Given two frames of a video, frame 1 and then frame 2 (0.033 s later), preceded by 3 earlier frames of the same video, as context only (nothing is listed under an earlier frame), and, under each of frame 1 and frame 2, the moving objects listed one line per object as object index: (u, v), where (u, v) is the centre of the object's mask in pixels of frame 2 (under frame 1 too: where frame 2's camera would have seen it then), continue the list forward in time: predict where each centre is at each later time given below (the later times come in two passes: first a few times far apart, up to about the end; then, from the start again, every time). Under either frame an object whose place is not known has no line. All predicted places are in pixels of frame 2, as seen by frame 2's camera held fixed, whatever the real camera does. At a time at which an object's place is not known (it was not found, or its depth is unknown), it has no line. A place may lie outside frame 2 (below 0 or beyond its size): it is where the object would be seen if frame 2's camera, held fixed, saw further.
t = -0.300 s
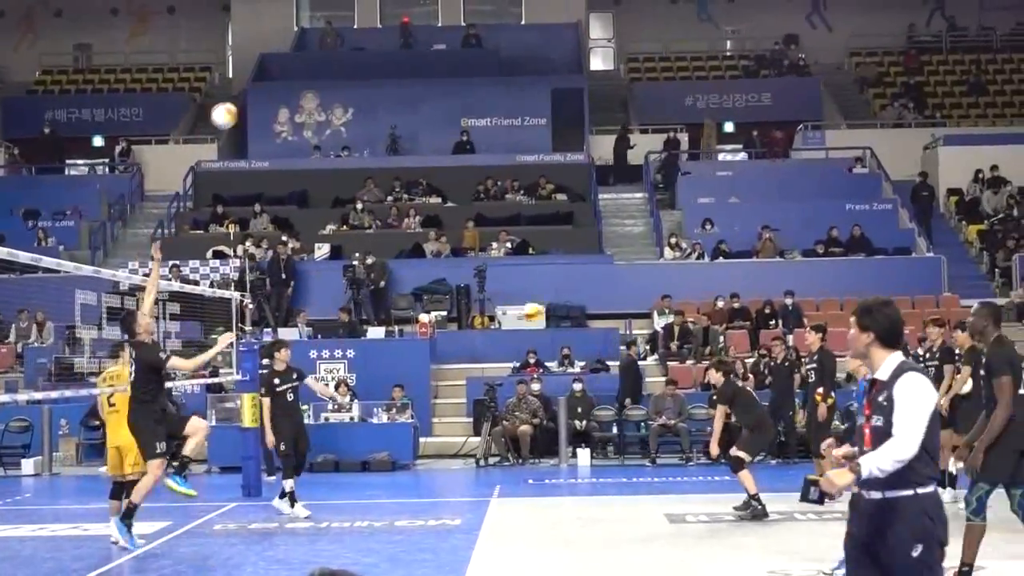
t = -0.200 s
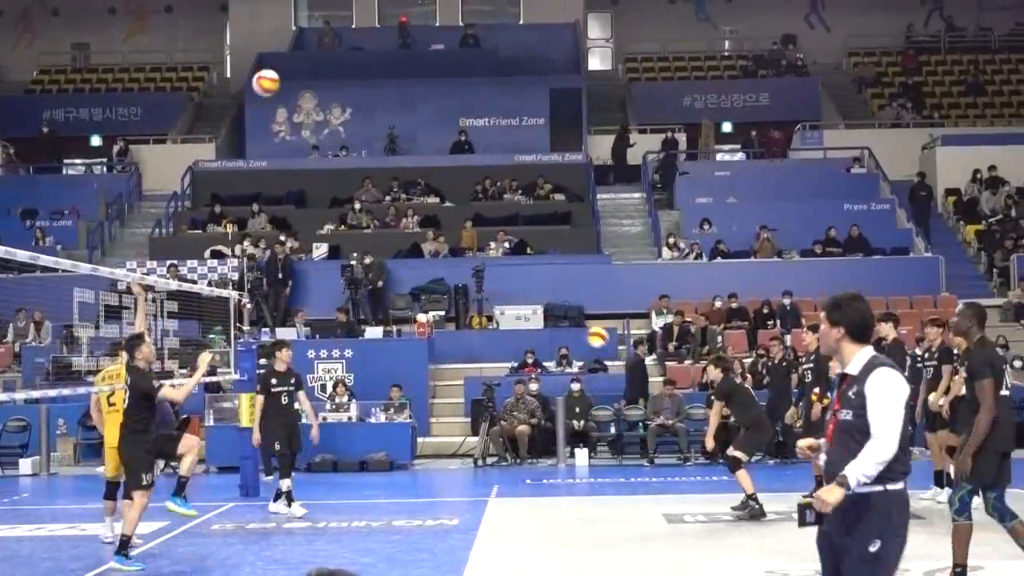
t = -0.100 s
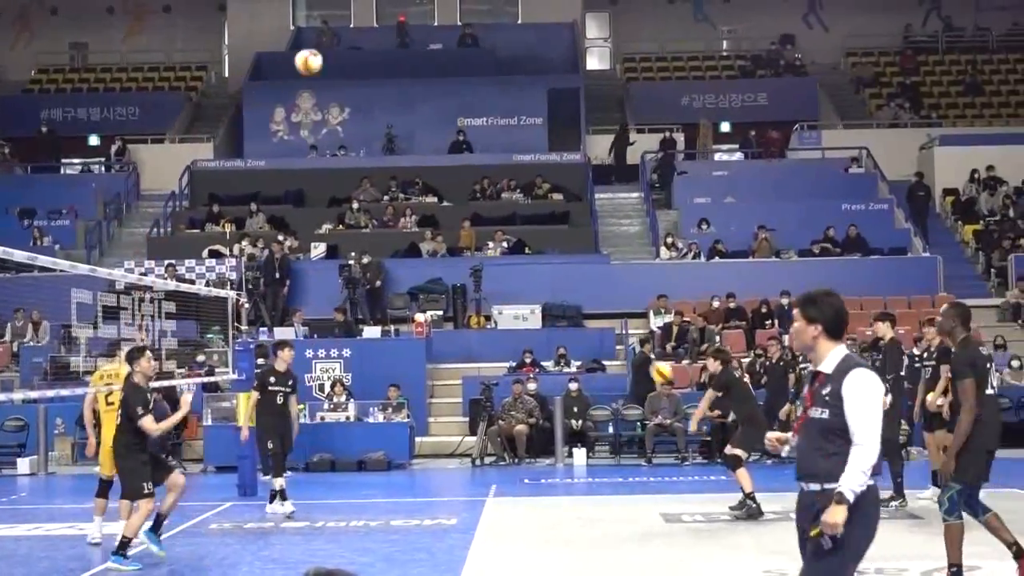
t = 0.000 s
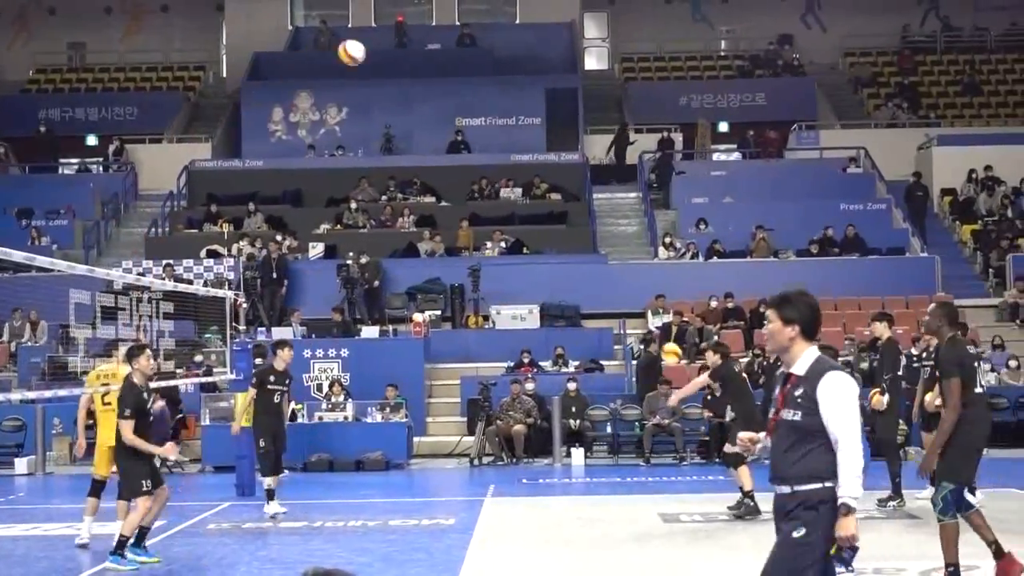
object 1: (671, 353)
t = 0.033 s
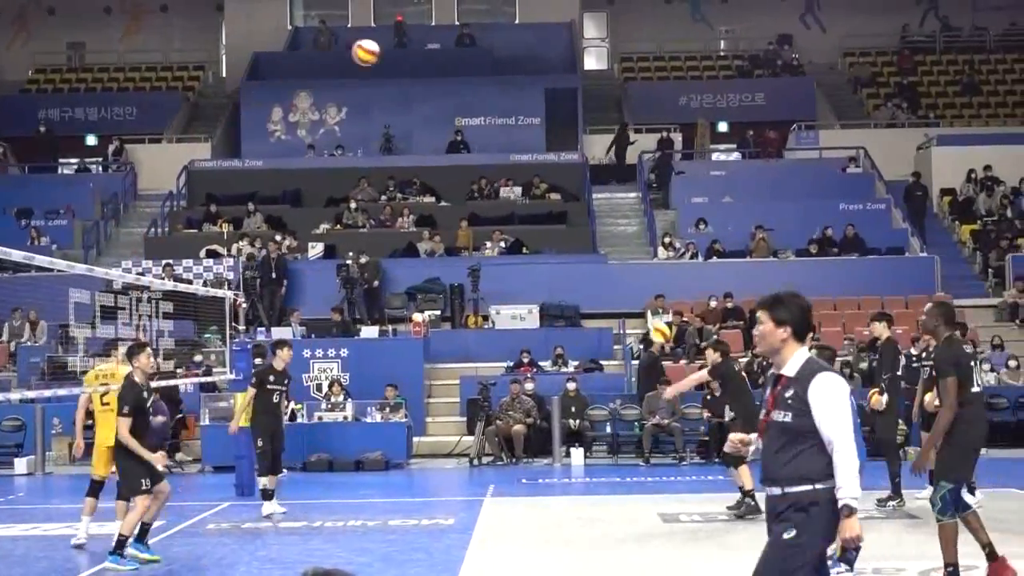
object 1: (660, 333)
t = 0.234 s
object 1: (596, 232)
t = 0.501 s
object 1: (517, 157)
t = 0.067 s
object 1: (649, 313)
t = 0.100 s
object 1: (638, 294)
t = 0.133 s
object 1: (628, 277)
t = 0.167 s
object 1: (617, 261)
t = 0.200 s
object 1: (607, 246)
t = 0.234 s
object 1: (596, 232)
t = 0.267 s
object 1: (586, 219)
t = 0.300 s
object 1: (576, 207)
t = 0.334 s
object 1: (565, 196)
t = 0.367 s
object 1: (555, 187)
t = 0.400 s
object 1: (545, 178)
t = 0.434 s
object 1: (536, 170)
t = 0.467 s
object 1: (526, 163)
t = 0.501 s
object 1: (517, 157)
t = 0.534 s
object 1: (507, 152)
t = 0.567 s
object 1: (497, 149)
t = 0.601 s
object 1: (488, 146)
